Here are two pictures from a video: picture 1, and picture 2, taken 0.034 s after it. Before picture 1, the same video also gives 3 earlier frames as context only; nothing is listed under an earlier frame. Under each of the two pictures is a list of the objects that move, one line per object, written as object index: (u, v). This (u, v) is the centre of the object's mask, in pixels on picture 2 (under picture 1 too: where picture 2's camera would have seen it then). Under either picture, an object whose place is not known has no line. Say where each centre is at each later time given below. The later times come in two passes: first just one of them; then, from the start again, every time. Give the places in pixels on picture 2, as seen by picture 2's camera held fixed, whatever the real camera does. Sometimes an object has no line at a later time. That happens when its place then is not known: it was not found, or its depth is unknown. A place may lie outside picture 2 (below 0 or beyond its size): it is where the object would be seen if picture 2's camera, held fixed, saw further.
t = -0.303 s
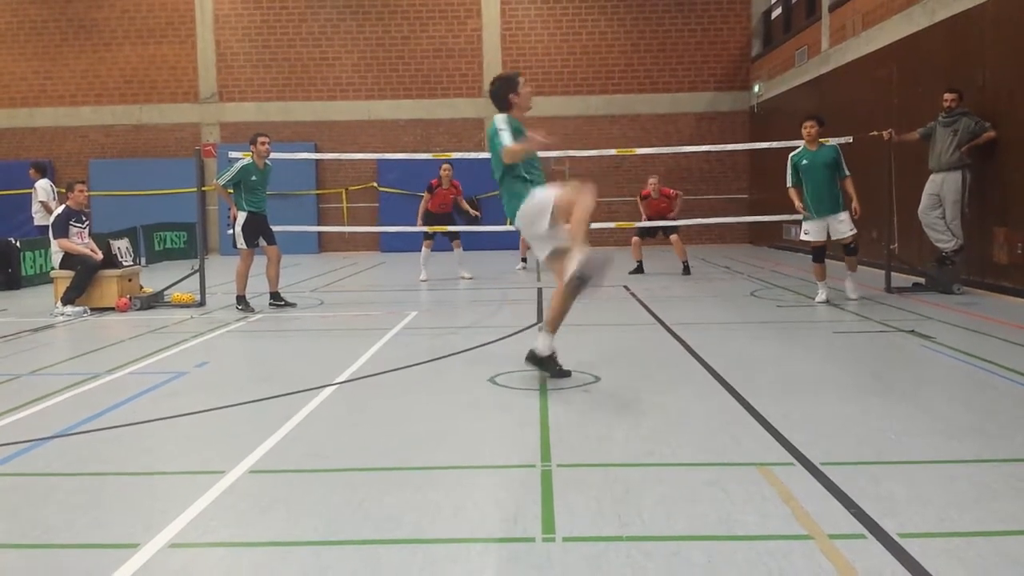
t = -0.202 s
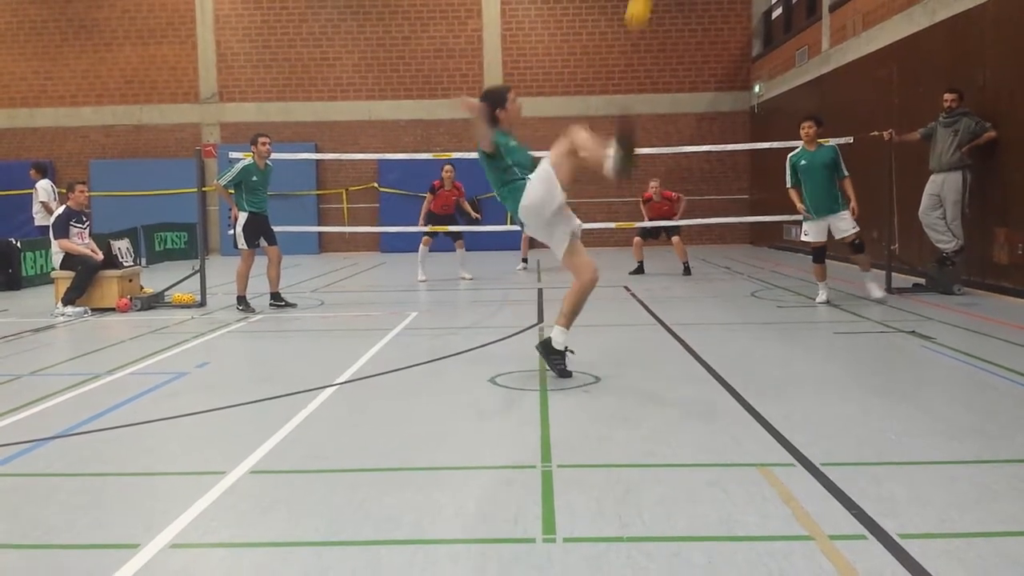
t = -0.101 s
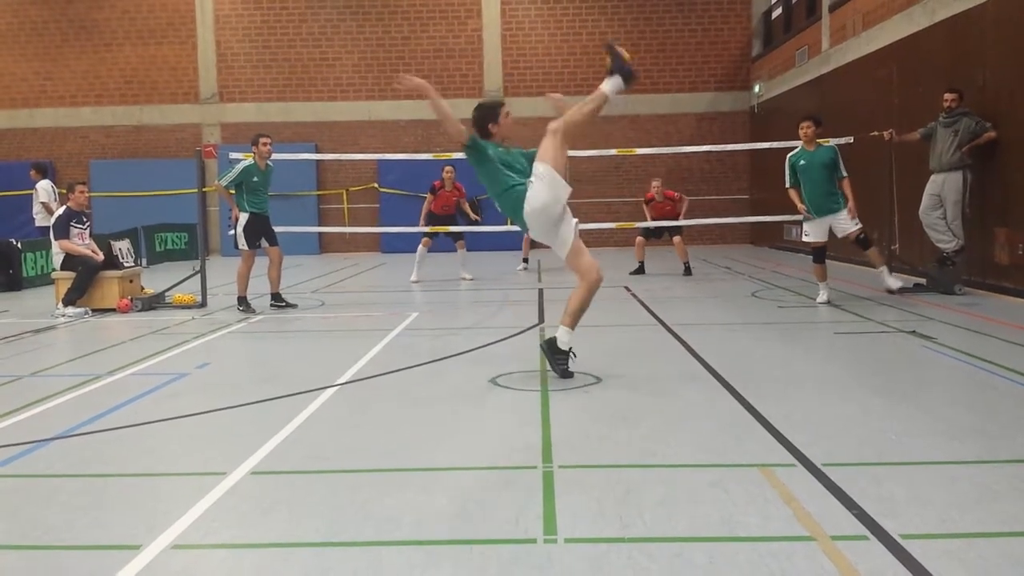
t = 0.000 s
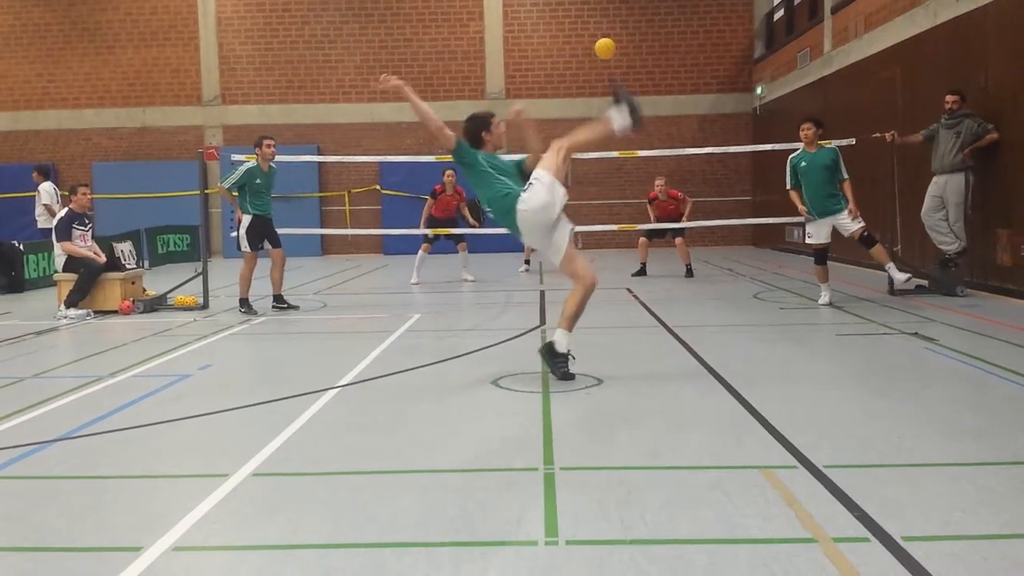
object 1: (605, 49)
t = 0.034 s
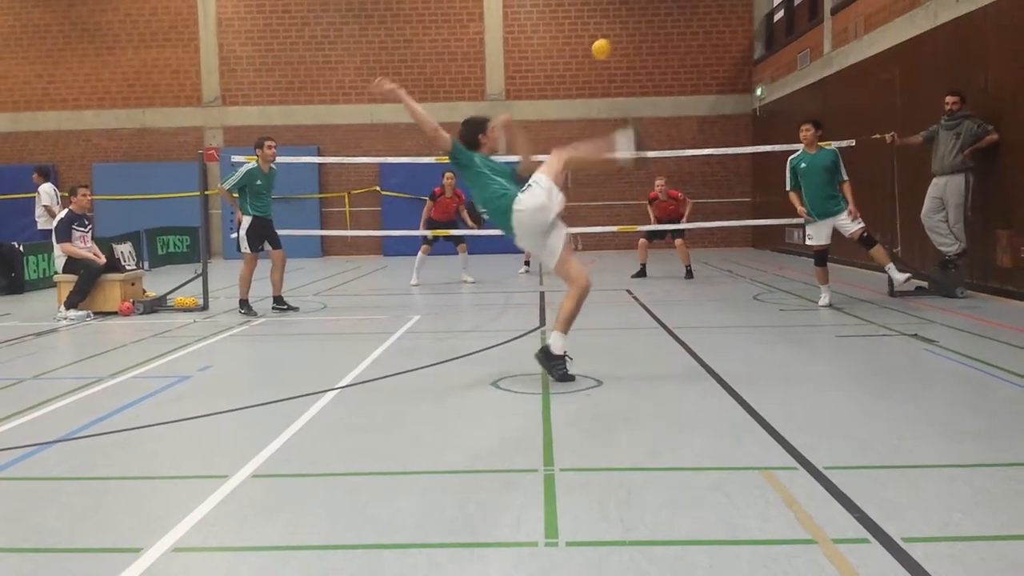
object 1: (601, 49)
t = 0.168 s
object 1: (590, 62)
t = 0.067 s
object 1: (598, 50)
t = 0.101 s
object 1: (595, 53)
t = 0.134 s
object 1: (592, 57)
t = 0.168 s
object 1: (590, 62)
